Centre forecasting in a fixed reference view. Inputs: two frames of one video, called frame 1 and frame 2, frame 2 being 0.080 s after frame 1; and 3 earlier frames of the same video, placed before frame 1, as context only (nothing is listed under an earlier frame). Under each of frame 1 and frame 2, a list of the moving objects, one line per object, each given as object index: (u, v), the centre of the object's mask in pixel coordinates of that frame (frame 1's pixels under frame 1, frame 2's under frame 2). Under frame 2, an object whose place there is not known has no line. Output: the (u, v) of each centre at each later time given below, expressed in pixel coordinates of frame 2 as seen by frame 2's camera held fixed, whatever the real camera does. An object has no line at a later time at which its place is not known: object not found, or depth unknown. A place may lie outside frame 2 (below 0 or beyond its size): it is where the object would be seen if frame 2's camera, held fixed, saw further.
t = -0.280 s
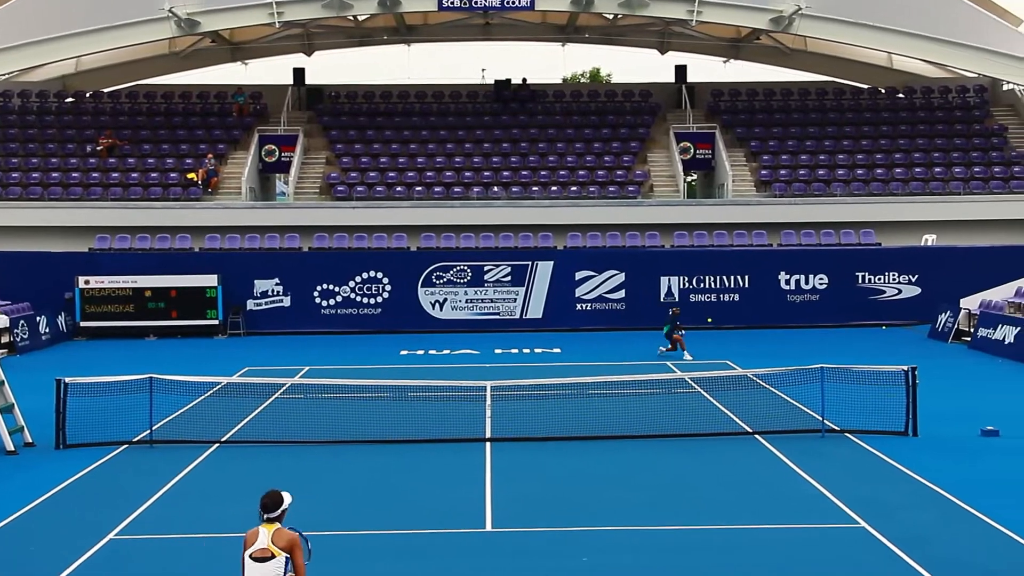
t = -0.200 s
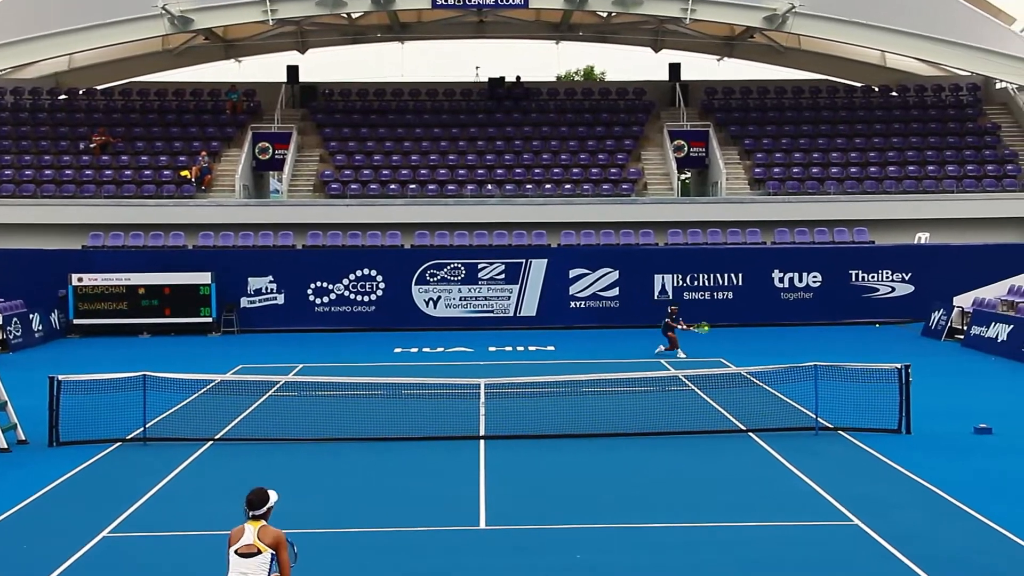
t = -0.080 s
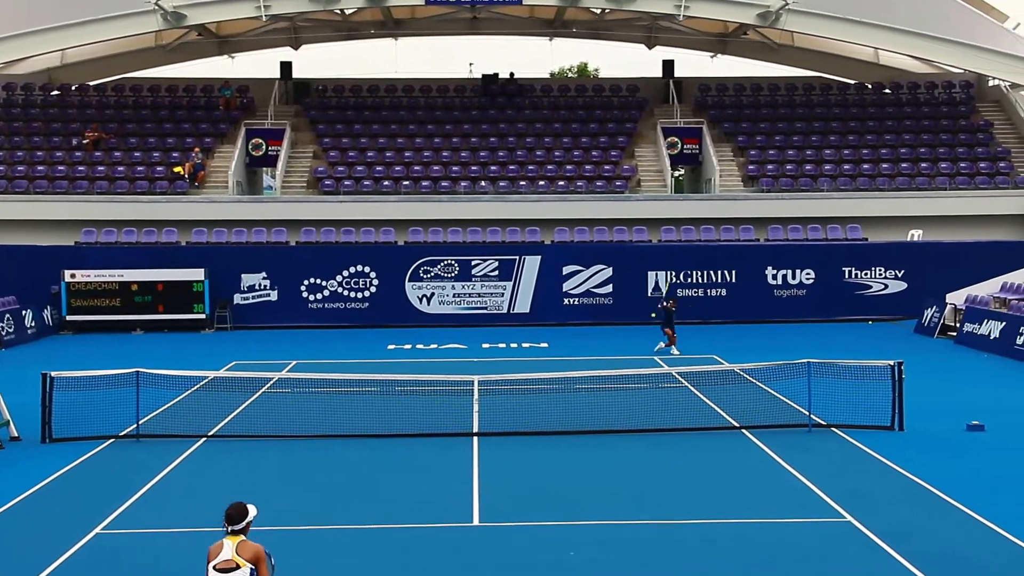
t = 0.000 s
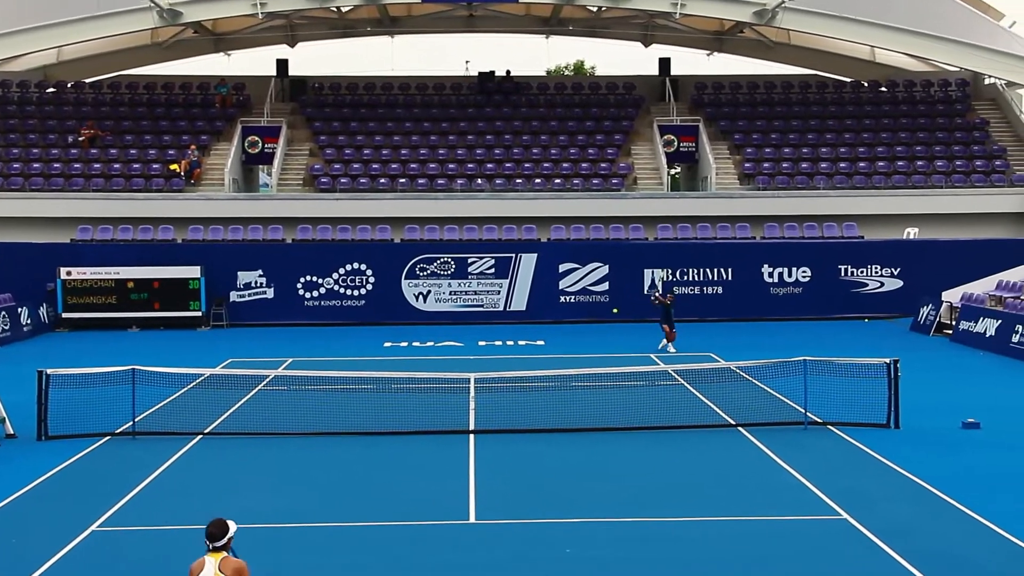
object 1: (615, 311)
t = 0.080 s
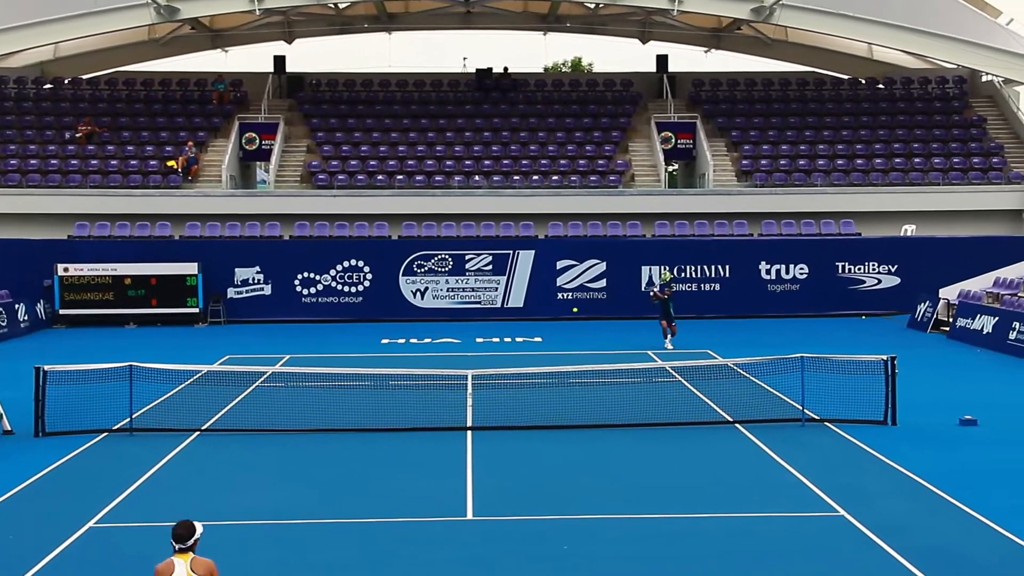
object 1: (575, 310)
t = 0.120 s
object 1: (555, 313)
